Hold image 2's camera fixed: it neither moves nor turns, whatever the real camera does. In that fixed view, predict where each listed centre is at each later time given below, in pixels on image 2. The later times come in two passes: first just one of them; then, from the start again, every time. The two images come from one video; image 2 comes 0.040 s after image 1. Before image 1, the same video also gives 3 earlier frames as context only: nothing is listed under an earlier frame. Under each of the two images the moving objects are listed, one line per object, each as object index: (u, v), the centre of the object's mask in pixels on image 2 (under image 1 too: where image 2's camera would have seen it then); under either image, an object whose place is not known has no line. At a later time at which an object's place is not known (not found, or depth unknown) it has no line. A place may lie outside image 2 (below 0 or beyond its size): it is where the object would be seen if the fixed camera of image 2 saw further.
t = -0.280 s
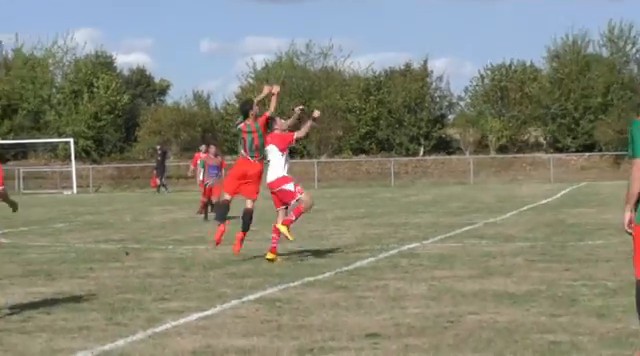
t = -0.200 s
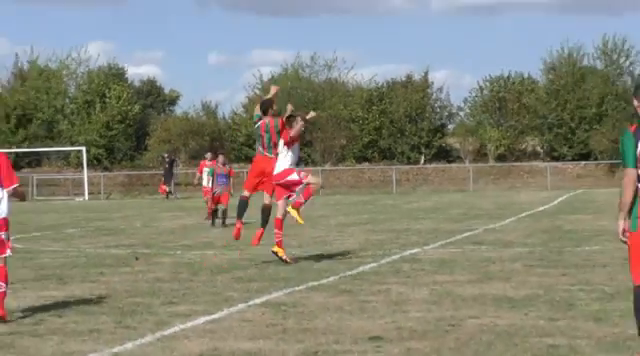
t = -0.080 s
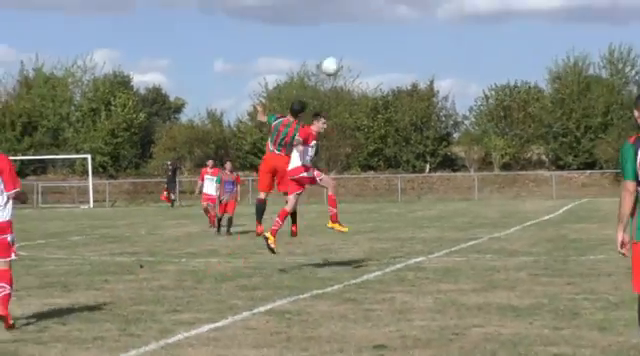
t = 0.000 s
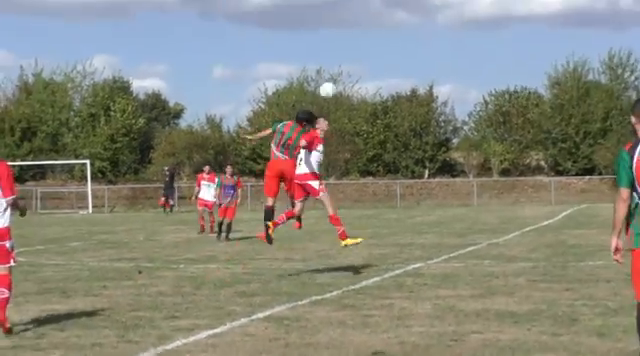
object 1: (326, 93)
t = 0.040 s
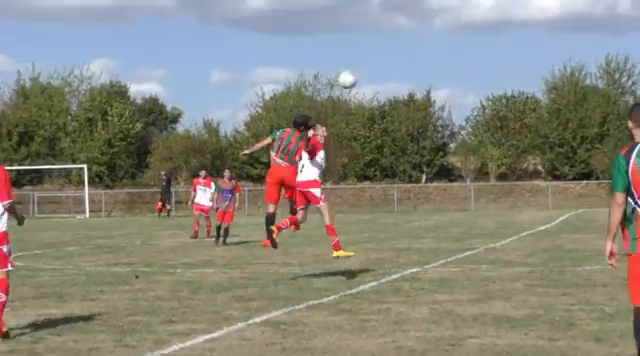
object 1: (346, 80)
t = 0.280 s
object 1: (477, 6)
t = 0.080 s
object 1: (368, 64)
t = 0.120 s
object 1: (389, 50)
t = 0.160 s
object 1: (411, 38)
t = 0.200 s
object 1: (433, 24)
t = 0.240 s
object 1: (454, 15)
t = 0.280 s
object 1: (477, 6)
